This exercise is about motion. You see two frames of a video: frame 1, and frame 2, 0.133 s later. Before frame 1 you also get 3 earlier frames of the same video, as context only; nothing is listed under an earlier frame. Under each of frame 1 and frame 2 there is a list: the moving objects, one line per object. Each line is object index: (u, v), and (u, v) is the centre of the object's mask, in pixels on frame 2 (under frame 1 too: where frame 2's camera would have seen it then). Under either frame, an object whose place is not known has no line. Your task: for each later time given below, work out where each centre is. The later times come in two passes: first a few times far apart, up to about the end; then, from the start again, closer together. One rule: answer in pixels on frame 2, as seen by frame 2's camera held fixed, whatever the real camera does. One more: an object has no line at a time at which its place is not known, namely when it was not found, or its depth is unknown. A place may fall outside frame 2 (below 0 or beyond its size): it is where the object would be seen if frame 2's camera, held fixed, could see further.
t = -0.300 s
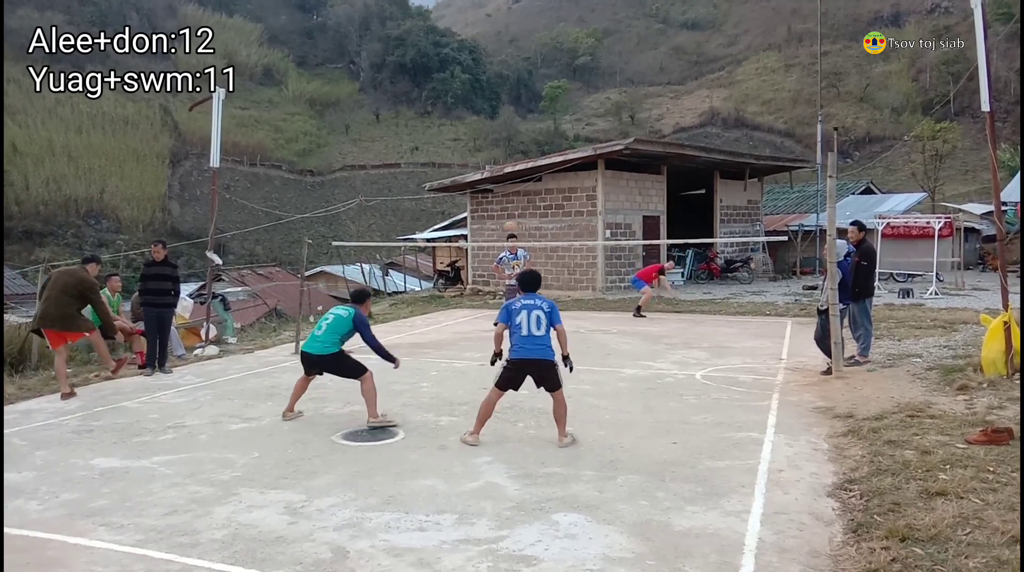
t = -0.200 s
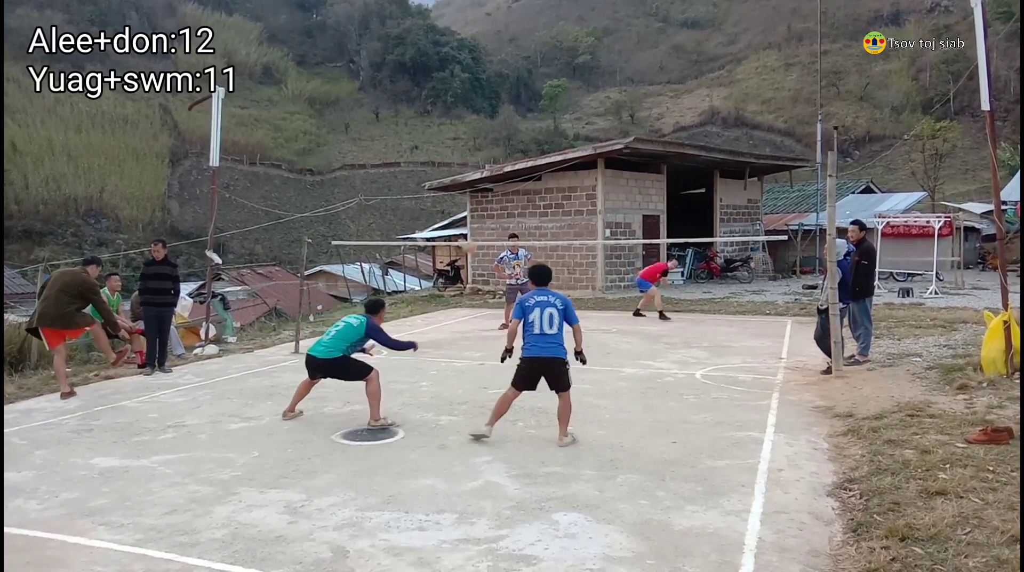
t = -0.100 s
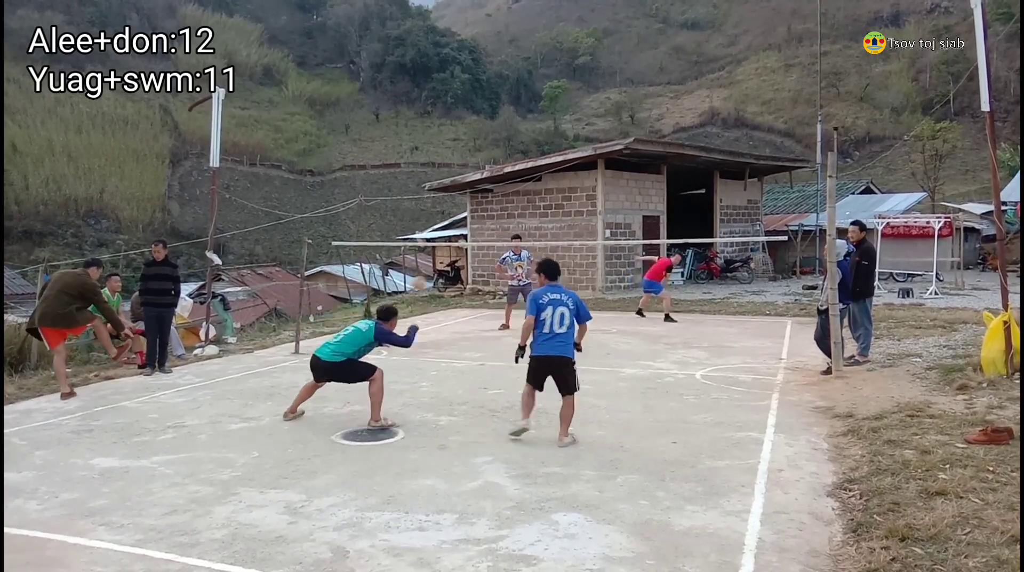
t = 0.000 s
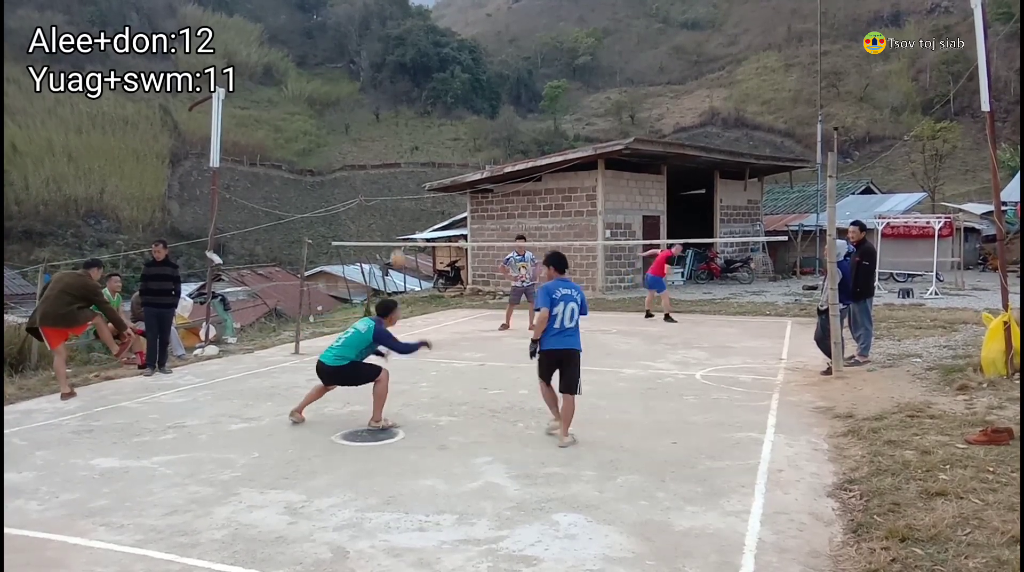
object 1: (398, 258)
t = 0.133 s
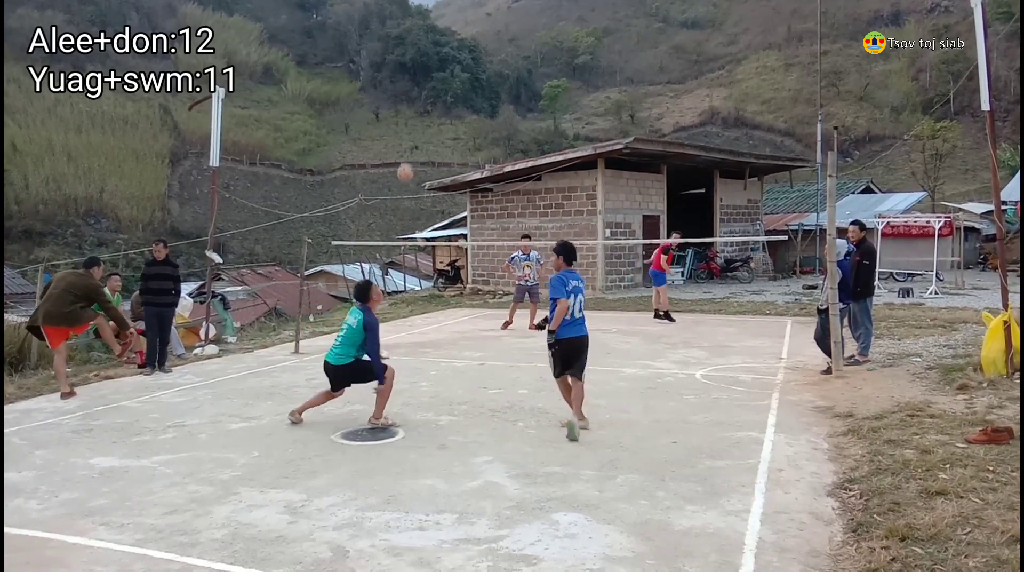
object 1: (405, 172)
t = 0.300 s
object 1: (415, 93)
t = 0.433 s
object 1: (423, 52)
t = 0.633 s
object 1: (434, 34)
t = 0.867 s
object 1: (448, 83)
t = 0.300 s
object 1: (415, 93)
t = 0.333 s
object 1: (417, 80)
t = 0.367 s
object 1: (419, 70)
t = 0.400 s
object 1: (421, 60)
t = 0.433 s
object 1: (423, 52)
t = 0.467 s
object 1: (425, 46)
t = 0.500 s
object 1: (427, 40)
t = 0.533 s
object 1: (428, 36)
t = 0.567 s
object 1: (430, 34)
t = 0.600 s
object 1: (432, 34)
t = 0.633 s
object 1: (434, 34)
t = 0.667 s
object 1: (436, 37)
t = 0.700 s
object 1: (438, 40)
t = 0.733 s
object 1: (440, 46)
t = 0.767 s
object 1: (442, 53)
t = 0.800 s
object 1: (444, 61)
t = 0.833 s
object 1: (446, 71)
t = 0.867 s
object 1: (448, 83)
